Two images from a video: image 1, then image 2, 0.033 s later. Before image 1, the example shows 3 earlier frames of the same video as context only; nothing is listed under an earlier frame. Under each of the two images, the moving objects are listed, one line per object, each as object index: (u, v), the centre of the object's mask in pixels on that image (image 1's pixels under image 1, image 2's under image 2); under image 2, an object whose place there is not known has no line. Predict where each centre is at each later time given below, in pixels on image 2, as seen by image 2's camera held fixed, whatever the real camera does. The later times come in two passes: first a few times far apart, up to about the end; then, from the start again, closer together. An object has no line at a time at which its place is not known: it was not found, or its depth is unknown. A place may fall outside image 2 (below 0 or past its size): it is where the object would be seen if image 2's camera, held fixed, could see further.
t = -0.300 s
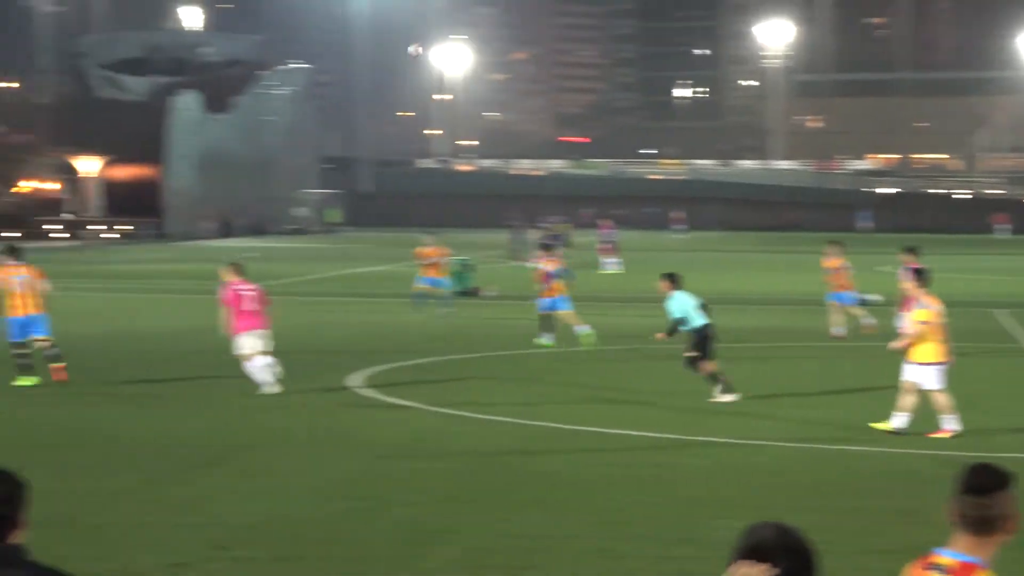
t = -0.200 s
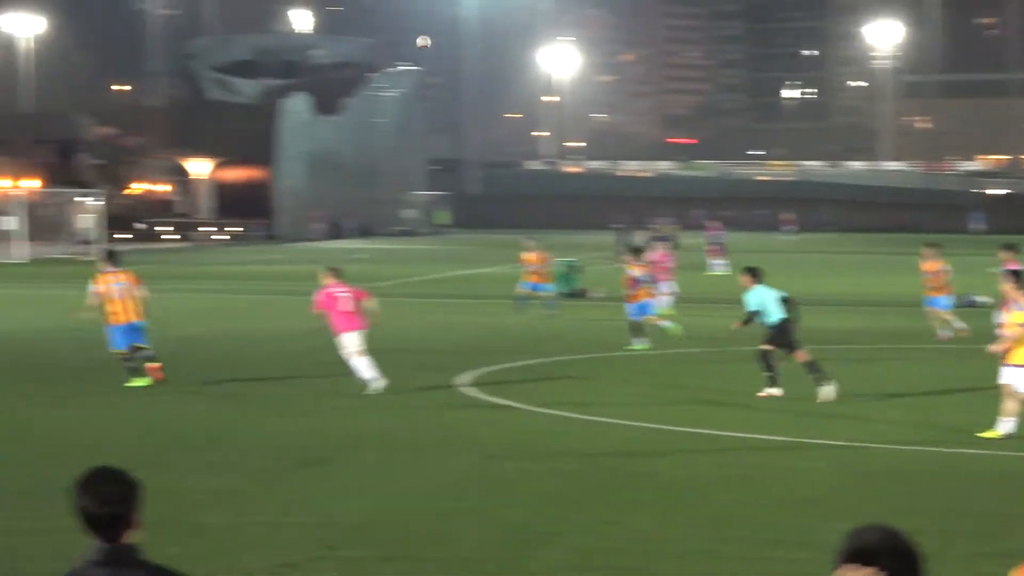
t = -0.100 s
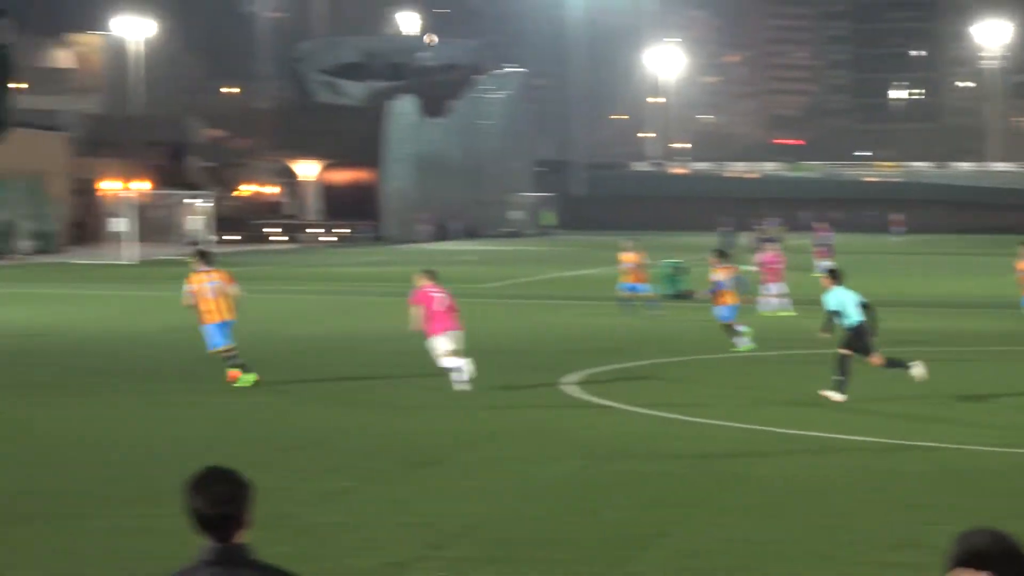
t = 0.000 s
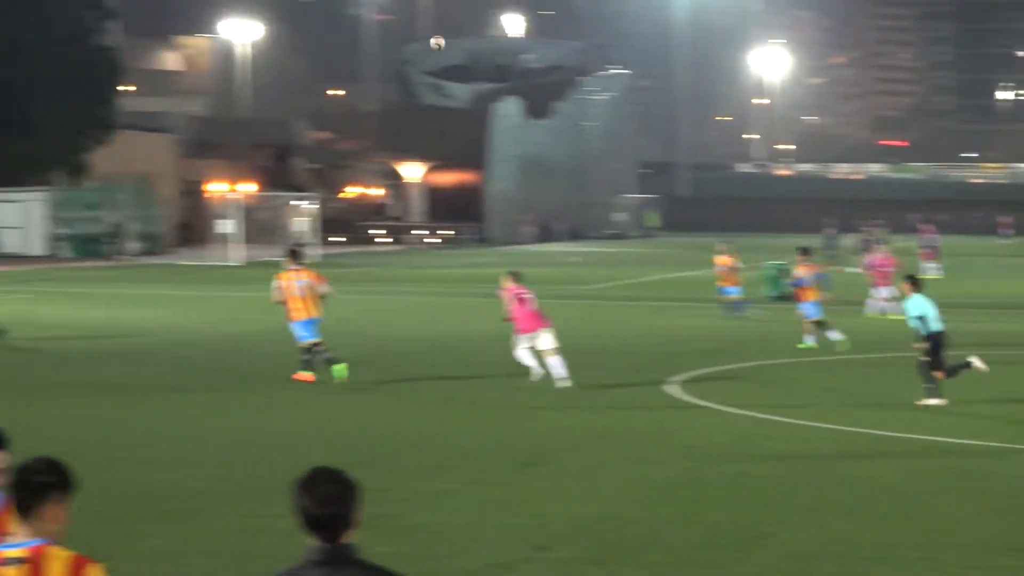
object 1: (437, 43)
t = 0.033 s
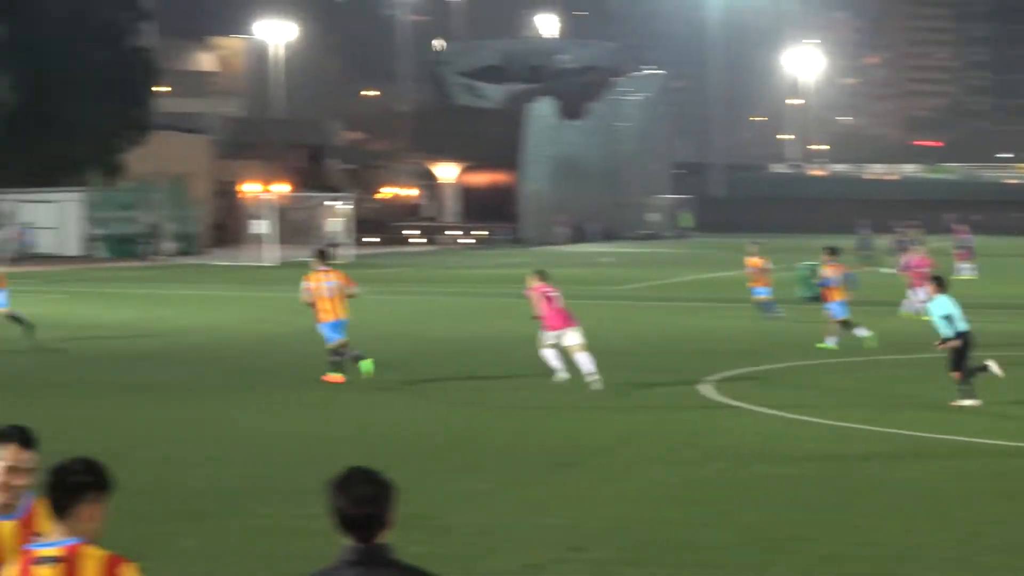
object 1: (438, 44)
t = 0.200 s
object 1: (277, 59)
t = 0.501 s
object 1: (-23, 118)
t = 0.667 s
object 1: (-207, 174)
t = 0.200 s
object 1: (277, 59)
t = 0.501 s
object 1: (-23, 118)
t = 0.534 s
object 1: (-58, 127)
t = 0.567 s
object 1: (-94, 137)
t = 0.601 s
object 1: (-131, 149)
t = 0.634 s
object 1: (-169, 161)
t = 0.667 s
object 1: (-207, 174)
